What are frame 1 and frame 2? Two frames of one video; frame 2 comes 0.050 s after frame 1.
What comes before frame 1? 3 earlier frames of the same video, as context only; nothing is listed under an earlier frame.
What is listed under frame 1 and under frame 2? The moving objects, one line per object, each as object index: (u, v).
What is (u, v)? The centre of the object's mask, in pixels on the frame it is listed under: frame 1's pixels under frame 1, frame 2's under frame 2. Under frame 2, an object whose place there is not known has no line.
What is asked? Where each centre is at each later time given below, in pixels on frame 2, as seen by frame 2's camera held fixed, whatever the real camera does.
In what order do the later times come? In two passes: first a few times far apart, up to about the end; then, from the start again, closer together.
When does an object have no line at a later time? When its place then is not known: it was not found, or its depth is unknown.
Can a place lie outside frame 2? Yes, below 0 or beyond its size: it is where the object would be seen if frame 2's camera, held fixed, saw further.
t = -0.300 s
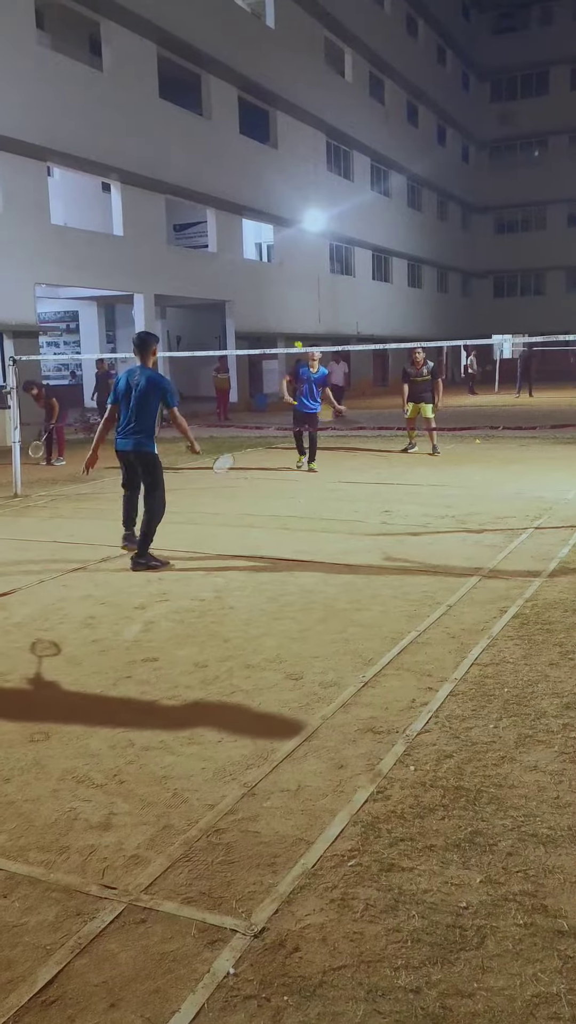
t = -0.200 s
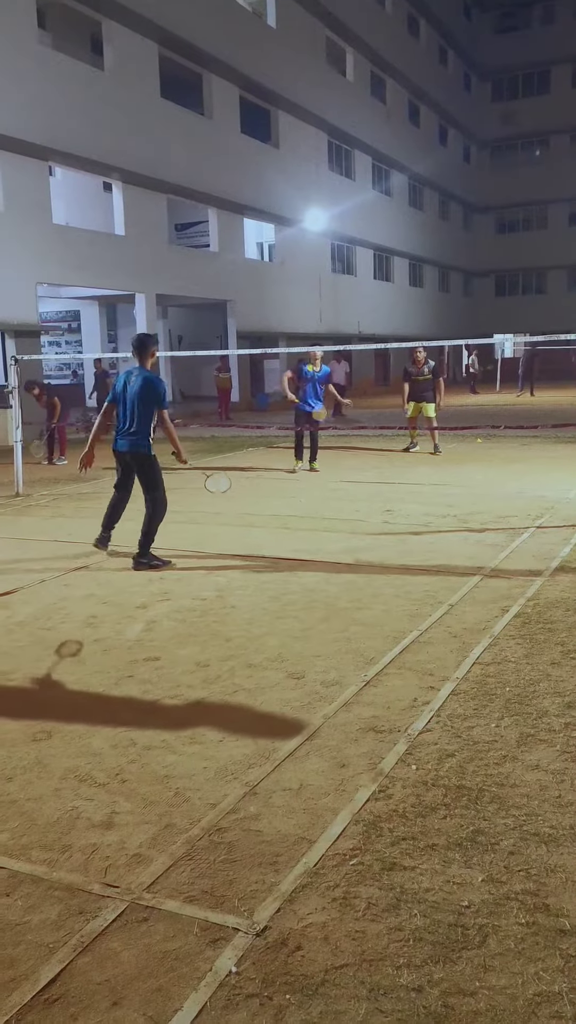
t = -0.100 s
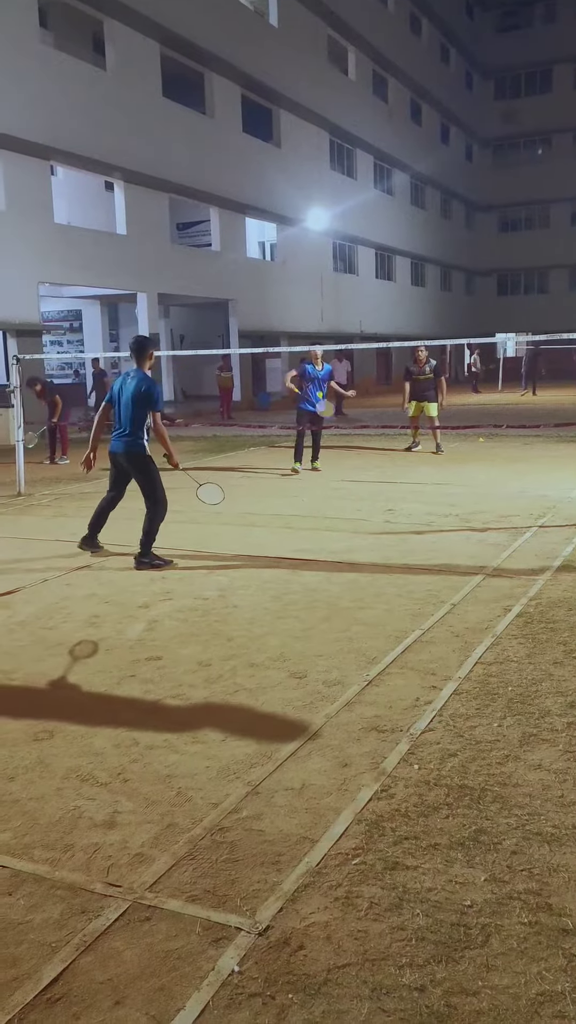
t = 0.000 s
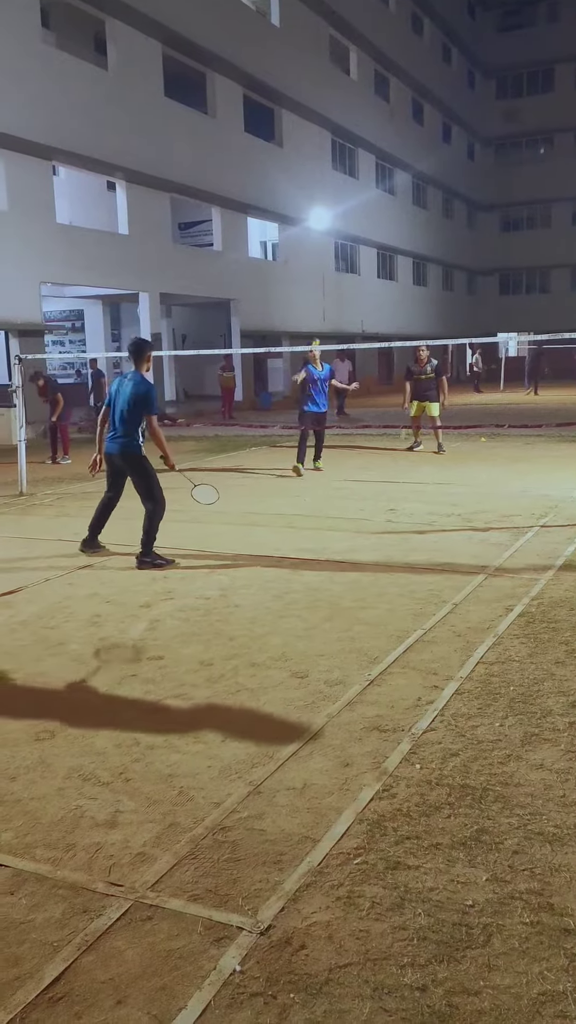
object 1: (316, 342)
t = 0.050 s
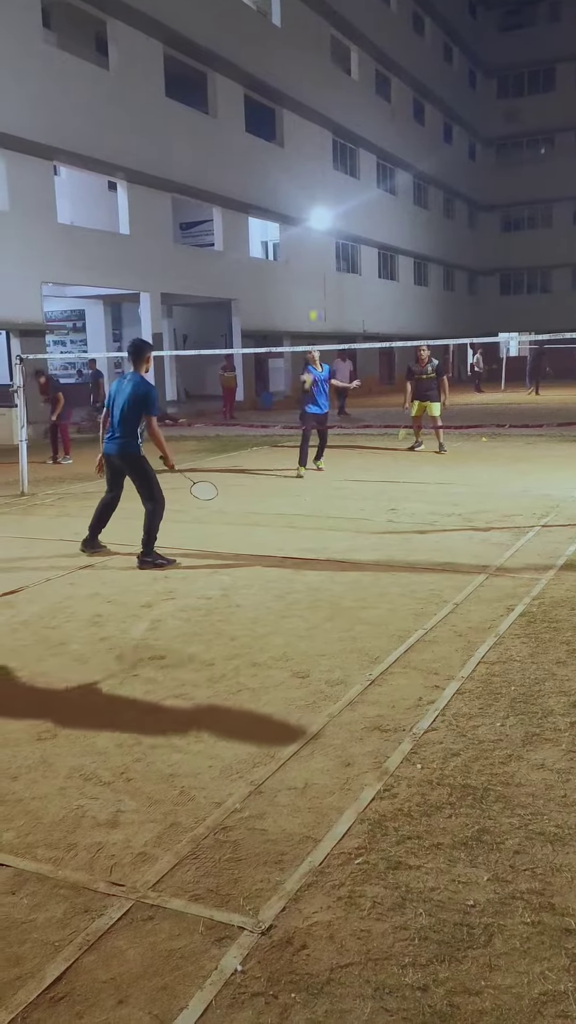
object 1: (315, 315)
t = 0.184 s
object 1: (297, 260)
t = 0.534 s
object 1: (257, 209)
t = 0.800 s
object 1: (229, 293)
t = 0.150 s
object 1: (298, 273)
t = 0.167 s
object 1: (298, 266)
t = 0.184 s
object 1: (297, 260)
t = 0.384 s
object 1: (274, 214)
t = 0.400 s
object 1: (272, 211)
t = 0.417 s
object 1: (270, 210)
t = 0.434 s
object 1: (268, 209)
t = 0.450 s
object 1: (266, 208)
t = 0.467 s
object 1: (264, 208)
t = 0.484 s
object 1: (262, 207)
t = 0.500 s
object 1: (260, 207)
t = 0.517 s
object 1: (259, 208)
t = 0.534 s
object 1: (257, 209)
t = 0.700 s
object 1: (239, 248)
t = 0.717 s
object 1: (238, 254)
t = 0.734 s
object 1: (236, 261)
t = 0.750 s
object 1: (234, 268)
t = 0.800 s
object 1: (229, 293)
